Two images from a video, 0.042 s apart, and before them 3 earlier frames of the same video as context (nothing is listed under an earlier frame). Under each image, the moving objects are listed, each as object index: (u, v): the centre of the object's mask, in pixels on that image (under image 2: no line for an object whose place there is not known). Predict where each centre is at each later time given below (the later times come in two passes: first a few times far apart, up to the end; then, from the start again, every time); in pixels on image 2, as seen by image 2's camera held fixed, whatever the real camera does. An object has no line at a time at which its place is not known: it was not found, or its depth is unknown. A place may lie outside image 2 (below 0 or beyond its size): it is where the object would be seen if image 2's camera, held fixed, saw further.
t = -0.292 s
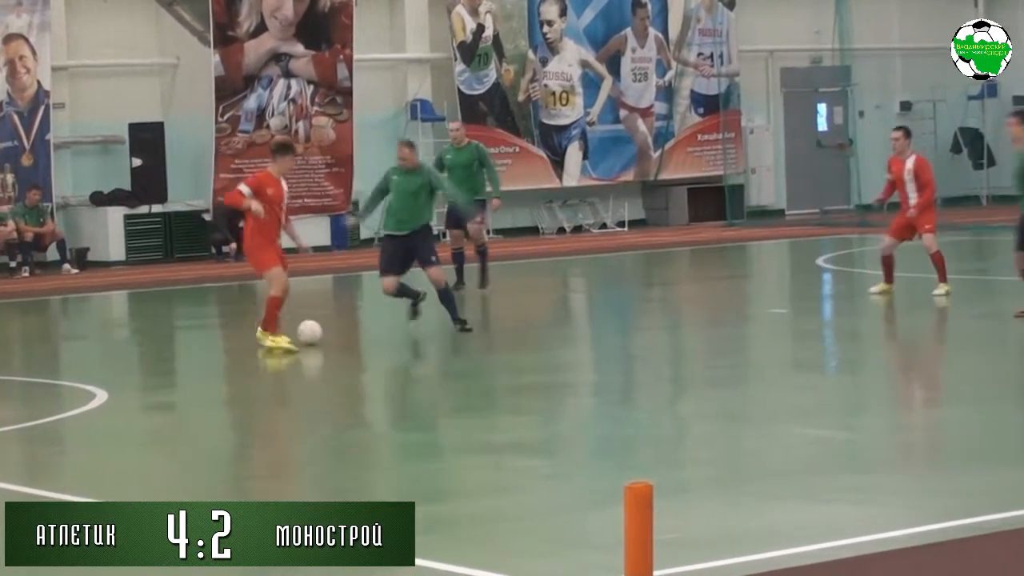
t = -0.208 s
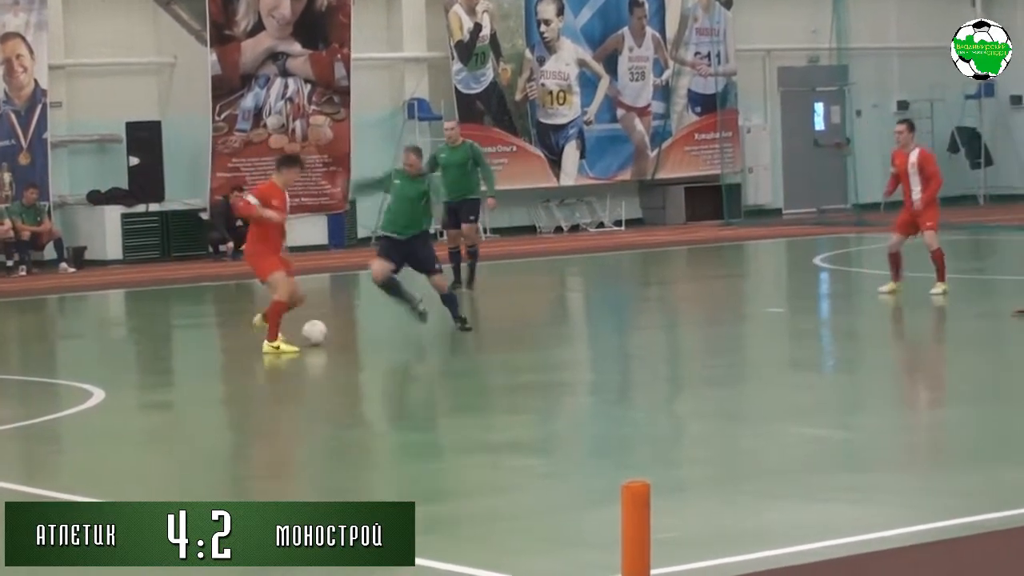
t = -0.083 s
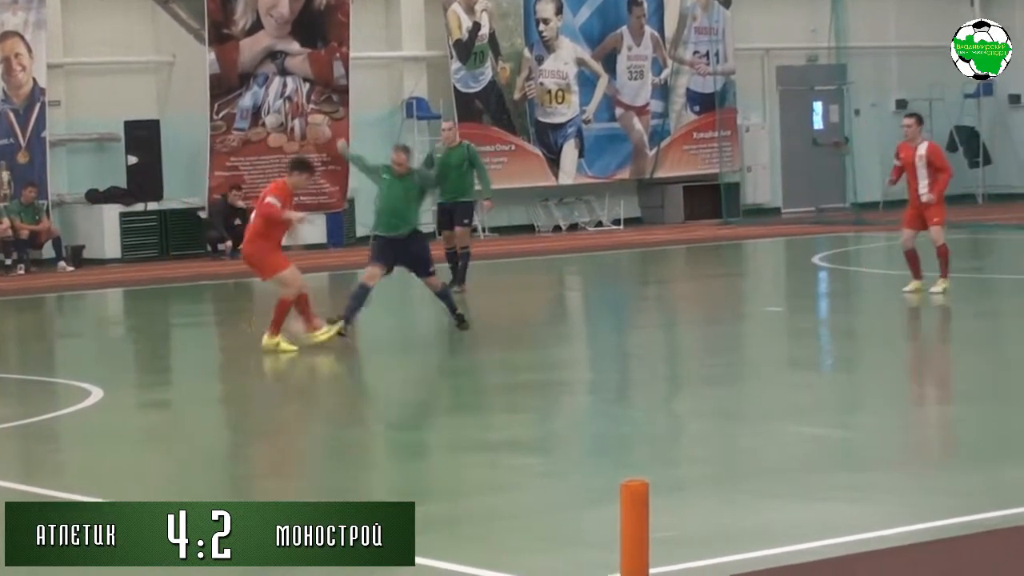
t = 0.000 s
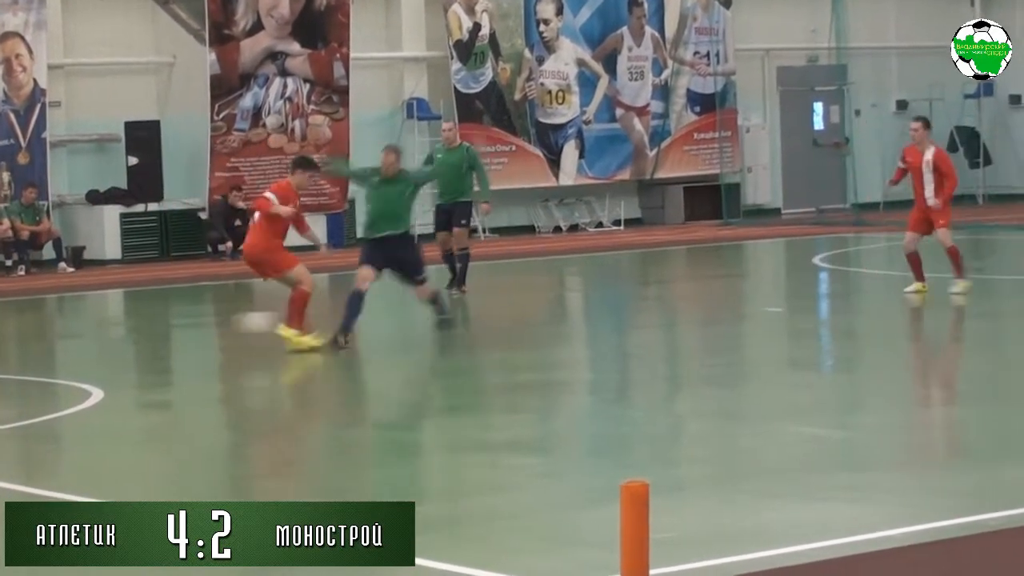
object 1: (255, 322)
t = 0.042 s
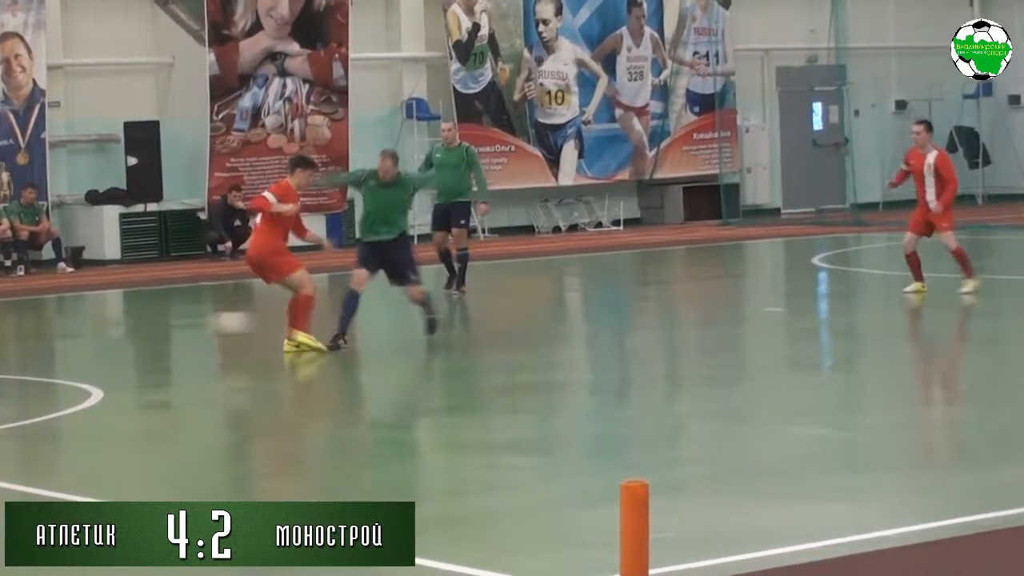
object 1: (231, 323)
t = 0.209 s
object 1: (127, 346)
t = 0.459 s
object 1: (-10, 359)
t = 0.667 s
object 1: (-126, 367)
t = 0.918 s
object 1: (-274, 384)
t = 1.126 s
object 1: (-379, 393)
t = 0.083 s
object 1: (202, 325)
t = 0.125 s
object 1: (176, 331)
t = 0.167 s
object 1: (150, 337)
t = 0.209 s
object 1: (127, 346)
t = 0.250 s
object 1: (103, 348)
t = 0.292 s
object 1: (81, 346)
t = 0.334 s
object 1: (60, 347)
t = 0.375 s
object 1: (38, 350)
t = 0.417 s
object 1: (13, 356)
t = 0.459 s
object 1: (-10, 359)
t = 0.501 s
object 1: (-32, 358)
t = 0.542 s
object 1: (-55, 358)
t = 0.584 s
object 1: (-77, 363)
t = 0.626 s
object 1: (-103, 367)
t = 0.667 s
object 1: (-126, 367)
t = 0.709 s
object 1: (-152, 369)
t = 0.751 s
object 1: (-176, 373)
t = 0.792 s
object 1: (-200, 378)
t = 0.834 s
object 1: (-225, 379)
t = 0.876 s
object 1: (-250, 382)
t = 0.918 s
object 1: (-274, 384)
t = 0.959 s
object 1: (-296, 387)
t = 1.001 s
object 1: (-323, 388)
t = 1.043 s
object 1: (-329, 390)
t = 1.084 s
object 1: (-355, 392)
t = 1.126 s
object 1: (-379, 393)
